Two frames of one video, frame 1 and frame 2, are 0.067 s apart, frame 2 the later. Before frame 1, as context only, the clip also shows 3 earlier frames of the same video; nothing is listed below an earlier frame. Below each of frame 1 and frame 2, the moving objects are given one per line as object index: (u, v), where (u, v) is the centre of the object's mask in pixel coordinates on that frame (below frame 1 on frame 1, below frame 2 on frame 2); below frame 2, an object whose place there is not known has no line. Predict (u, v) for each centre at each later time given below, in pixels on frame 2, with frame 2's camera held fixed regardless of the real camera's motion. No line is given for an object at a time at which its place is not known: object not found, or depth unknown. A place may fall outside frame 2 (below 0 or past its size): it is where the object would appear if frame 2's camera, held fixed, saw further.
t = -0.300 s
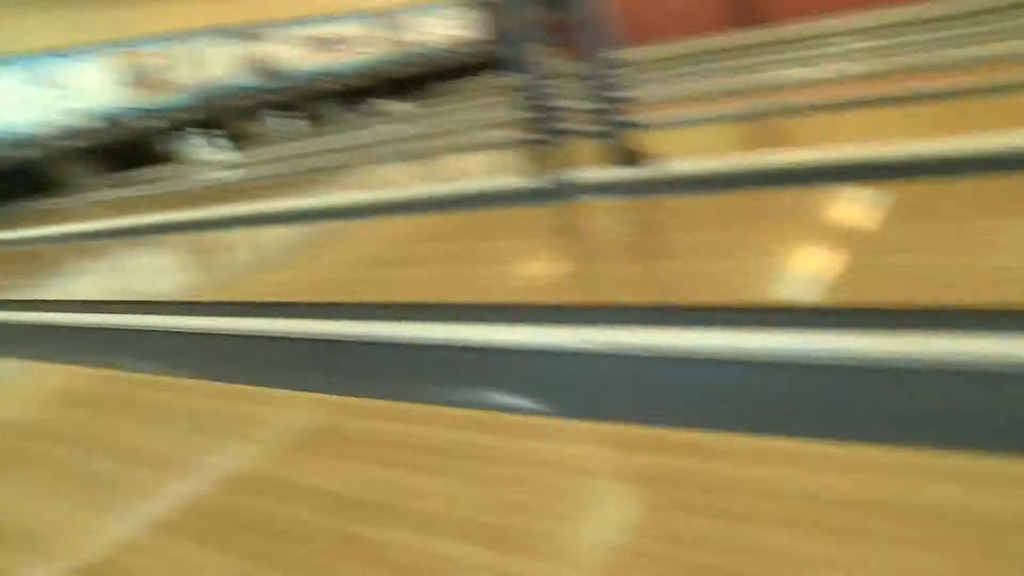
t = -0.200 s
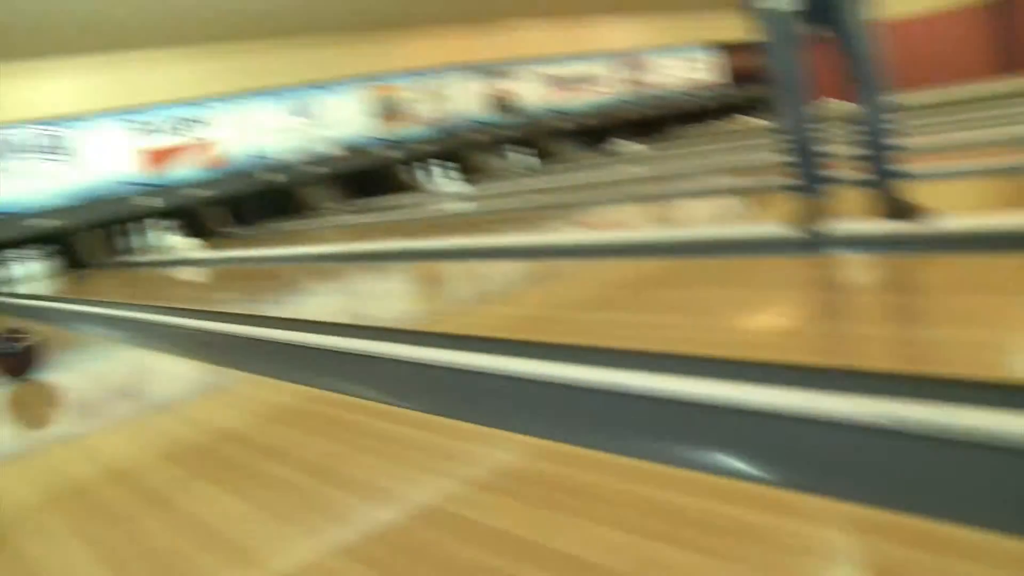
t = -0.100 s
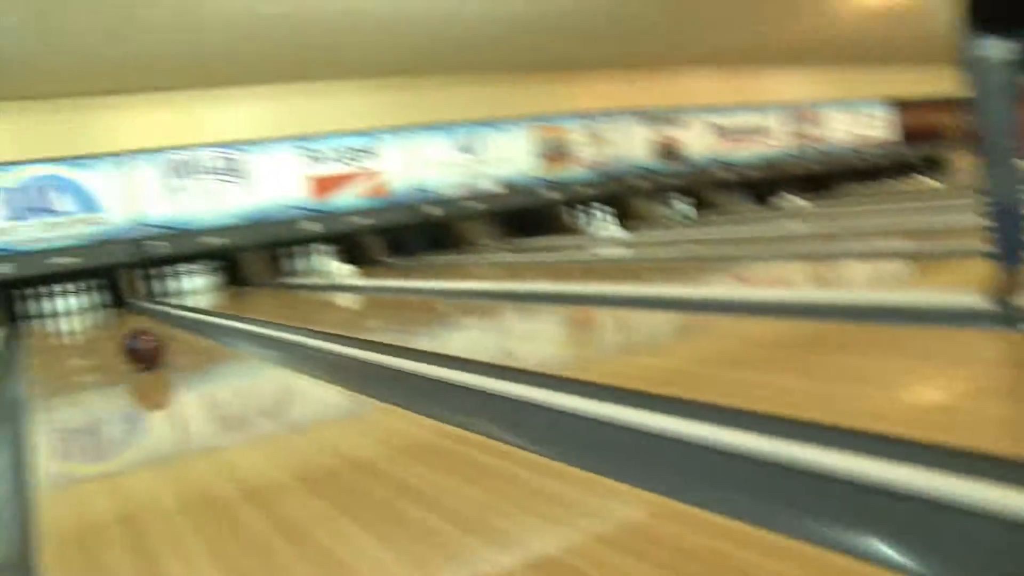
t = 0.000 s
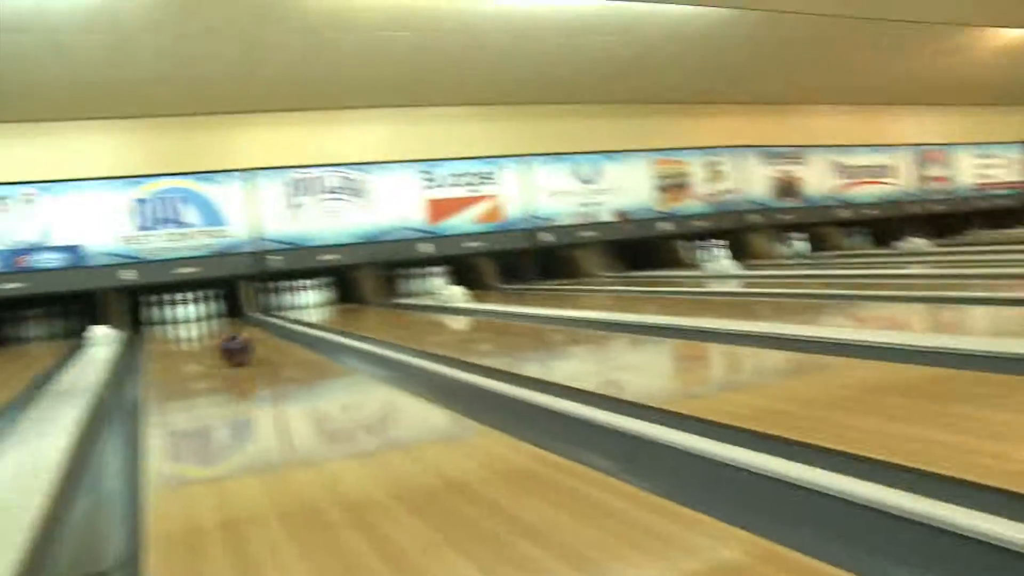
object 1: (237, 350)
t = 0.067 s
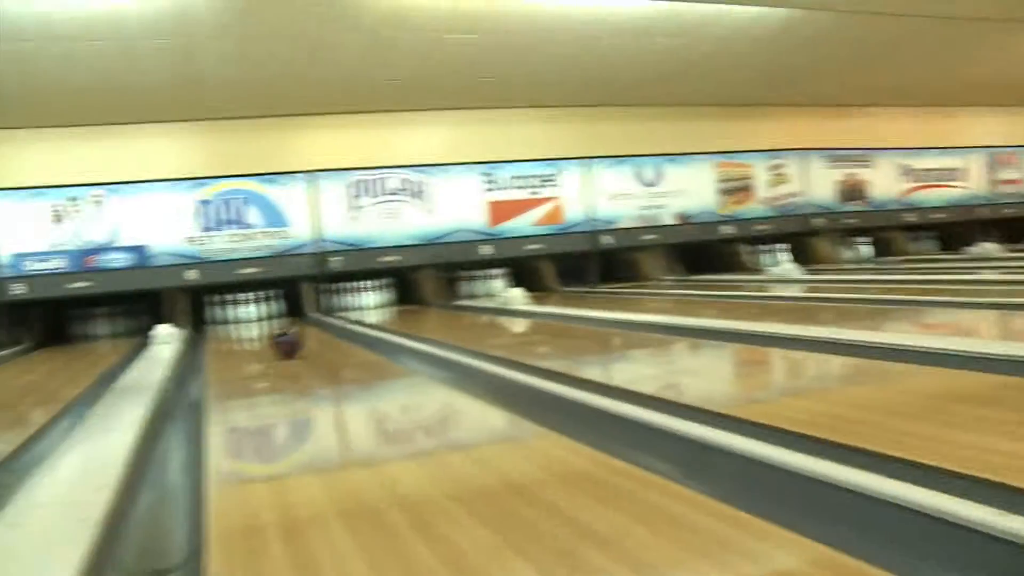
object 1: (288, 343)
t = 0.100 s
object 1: (285, 339)
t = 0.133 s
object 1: (286, 334)
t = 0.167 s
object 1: (285, 328)
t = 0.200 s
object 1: (285, 323)
